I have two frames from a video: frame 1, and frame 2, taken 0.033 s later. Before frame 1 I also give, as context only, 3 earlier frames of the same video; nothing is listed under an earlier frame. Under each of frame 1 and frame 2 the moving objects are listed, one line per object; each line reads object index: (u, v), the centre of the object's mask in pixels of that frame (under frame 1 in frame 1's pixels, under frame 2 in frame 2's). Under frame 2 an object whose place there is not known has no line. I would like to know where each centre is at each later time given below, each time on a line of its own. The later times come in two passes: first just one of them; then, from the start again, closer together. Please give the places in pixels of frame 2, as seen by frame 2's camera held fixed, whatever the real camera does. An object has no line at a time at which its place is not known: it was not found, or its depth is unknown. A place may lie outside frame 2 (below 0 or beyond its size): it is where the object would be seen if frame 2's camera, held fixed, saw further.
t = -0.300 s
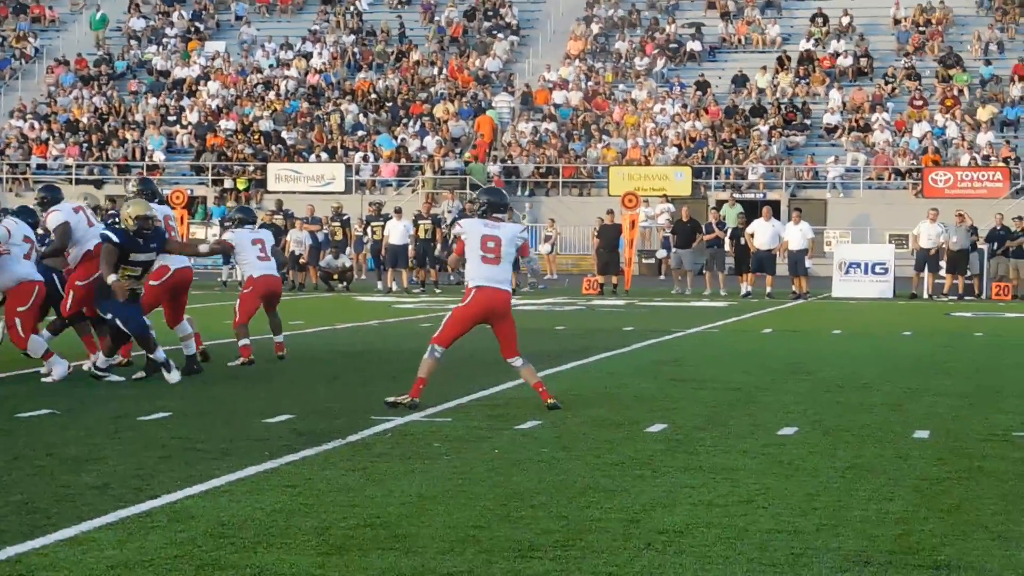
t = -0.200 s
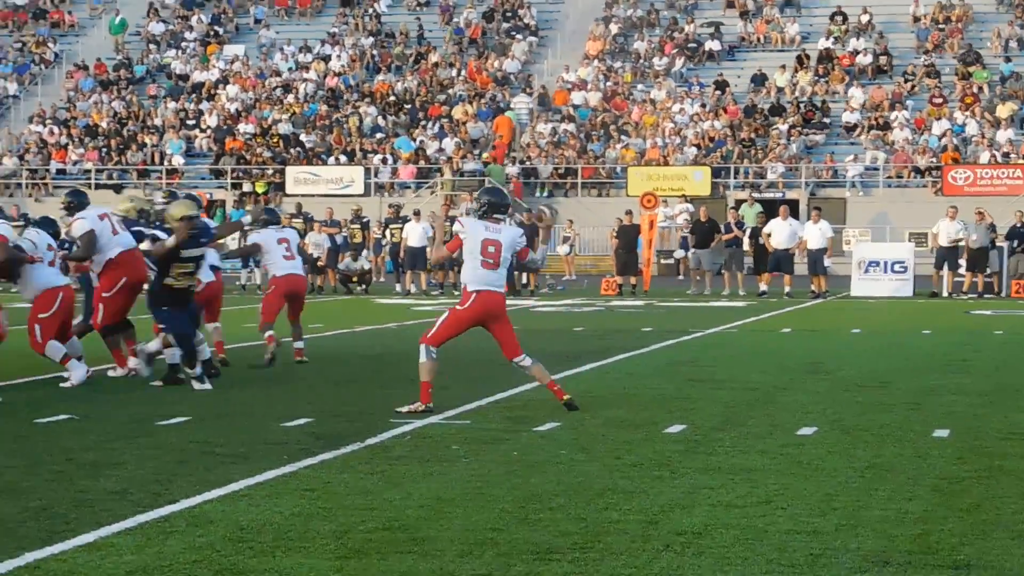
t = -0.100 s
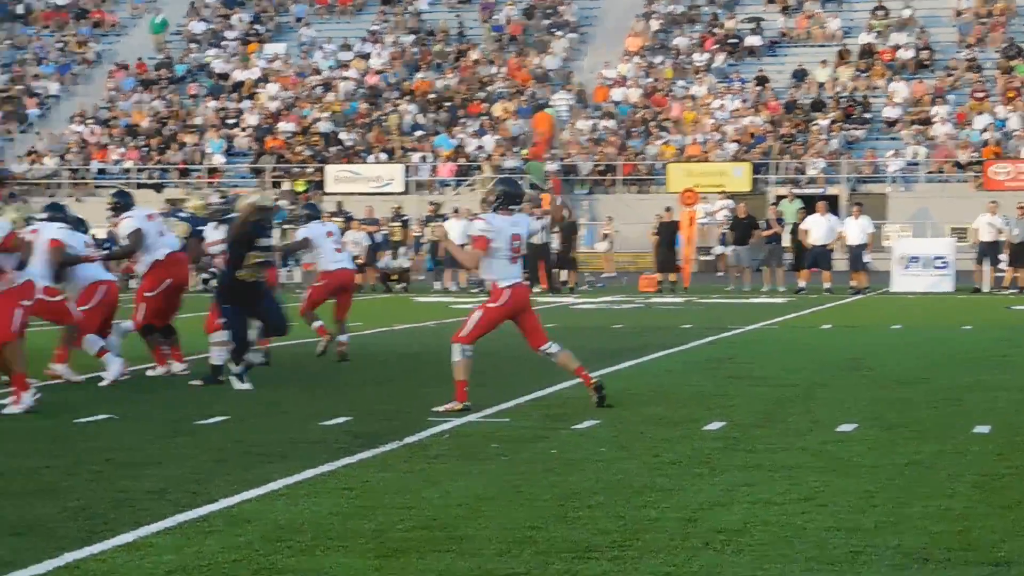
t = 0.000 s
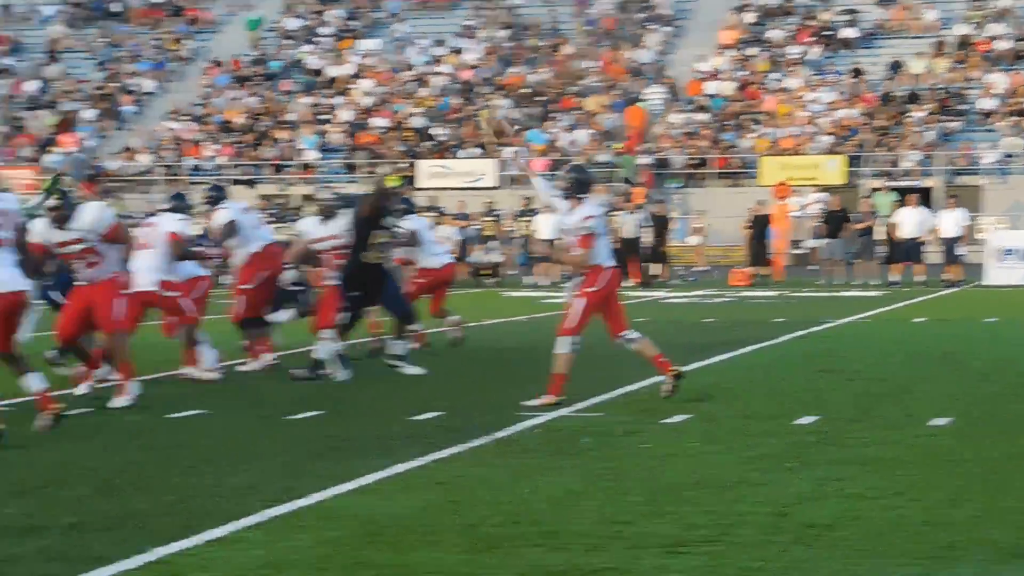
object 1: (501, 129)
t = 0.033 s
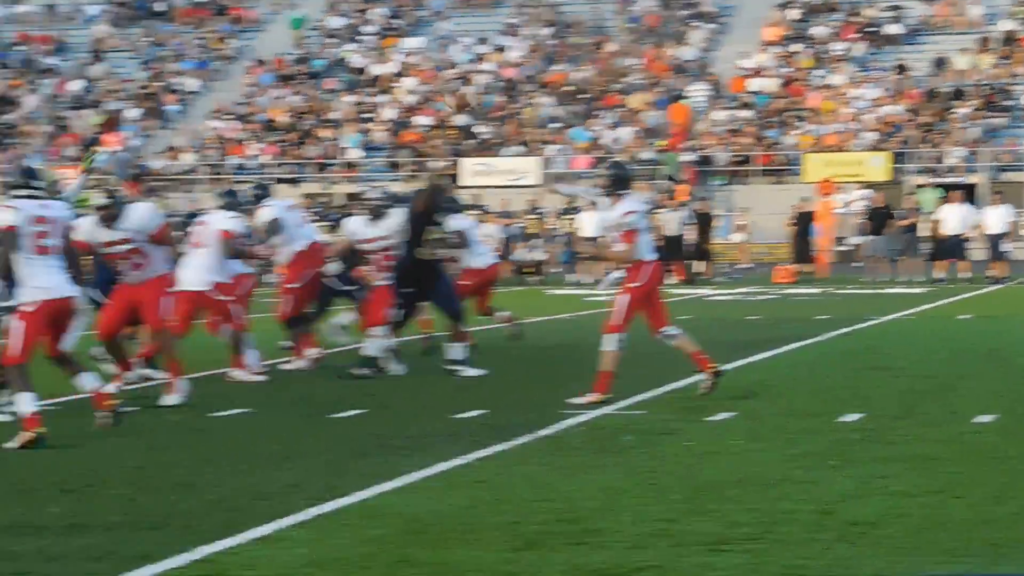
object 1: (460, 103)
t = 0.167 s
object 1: (149, 20)
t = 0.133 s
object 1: (226, 39)
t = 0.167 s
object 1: (149, 20)
